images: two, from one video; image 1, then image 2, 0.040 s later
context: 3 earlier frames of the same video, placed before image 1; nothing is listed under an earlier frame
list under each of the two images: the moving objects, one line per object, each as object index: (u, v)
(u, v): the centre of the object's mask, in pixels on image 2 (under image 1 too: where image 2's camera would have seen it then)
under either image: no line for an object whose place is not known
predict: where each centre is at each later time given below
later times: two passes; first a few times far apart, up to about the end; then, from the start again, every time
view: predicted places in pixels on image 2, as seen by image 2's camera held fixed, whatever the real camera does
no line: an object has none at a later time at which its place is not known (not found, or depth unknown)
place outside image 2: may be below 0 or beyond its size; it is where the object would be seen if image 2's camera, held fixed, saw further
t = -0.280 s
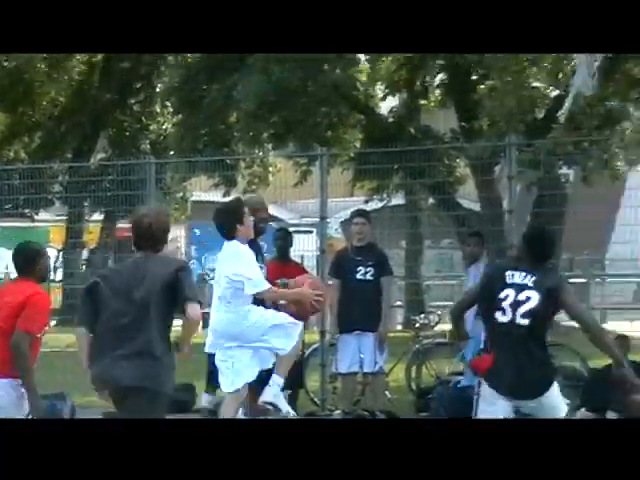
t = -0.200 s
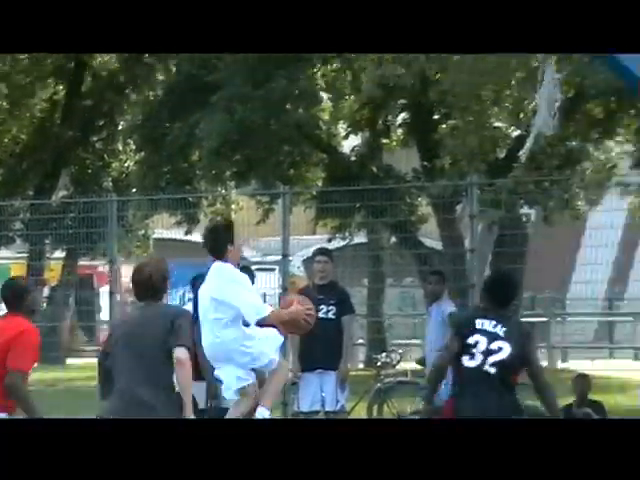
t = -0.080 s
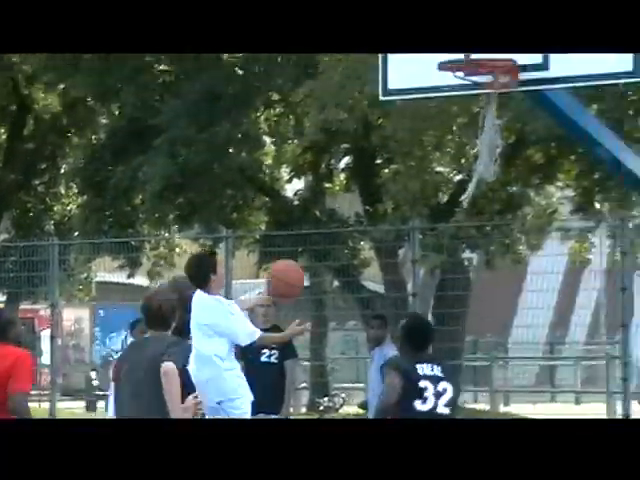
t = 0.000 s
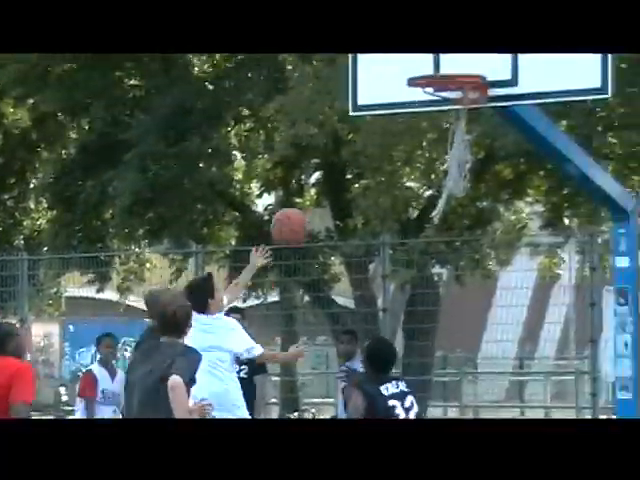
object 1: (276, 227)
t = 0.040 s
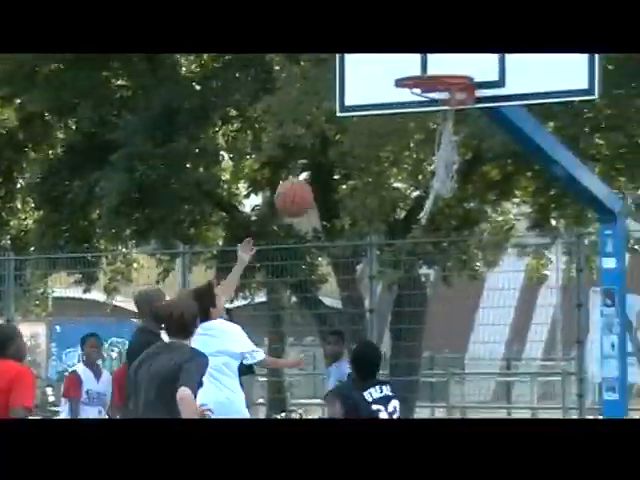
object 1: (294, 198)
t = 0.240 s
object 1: (376, 91)
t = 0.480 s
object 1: (407, 57)
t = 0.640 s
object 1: (435, 61)
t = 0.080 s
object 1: (310, 171)
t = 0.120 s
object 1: (327, 147)
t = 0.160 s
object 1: (344, 127)
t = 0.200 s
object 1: (359, 105)
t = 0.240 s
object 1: (376, 91)
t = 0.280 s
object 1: (386, 78)
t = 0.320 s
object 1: (390, 67)
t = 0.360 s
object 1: (395, 61)
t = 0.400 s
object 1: (399, 58)
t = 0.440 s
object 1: (403, 56)
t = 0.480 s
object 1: (407, 57)
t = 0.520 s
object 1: (411, 59)
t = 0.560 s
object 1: (417, 60)
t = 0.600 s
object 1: (426, 59)
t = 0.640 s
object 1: (435, 61)
